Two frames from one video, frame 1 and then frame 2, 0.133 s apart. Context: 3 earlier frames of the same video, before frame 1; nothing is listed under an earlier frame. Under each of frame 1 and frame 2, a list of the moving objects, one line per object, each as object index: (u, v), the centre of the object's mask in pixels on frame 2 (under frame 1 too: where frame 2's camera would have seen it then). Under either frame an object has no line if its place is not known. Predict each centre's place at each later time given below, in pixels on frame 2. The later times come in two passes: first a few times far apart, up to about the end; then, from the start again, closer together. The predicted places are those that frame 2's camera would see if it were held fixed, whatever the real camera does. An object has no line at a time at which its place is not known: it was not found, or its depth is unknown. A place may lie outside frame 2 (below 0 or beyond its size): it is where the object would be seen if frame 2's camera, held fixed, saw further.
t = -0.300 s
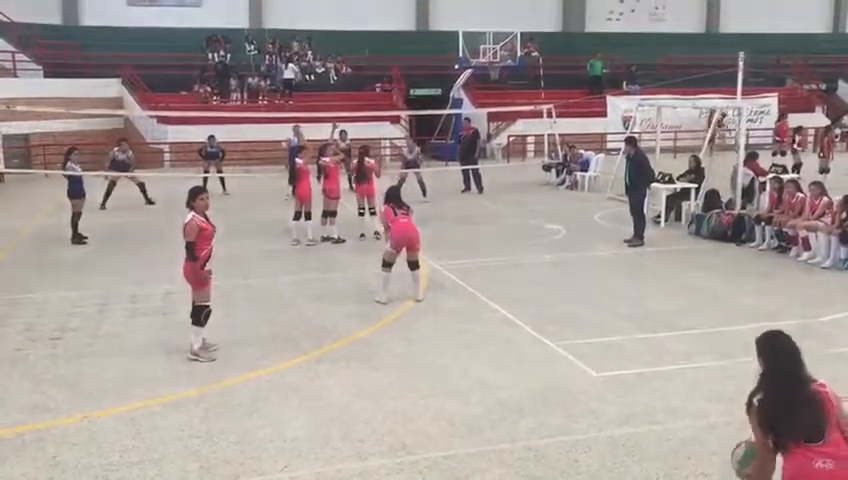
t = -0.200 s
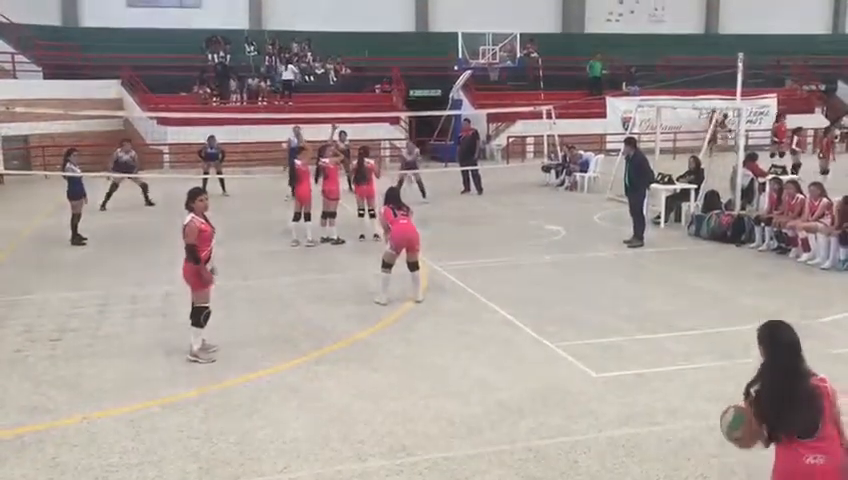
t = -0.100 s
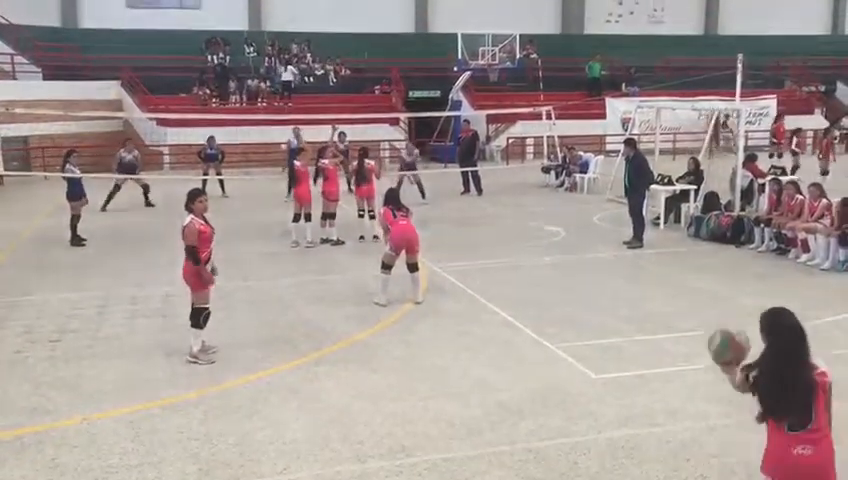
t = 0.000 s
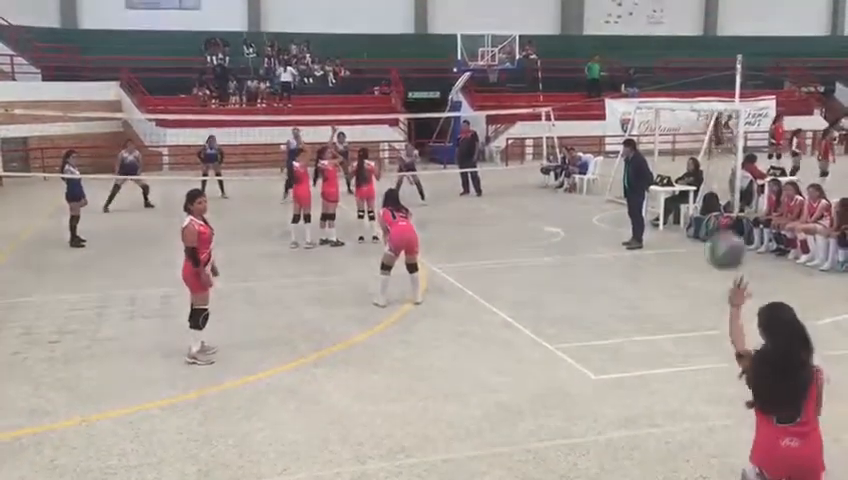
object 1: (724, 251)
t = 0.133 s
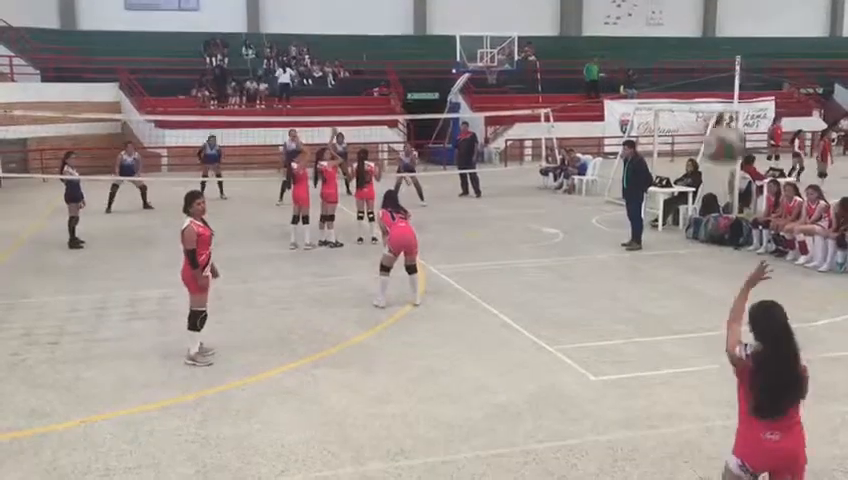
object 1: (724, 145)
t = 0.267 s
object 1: (724, 67)
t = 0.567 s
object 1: (718, 16)
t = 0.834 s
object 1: (704, 113)
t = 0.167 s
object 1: (724, 125)
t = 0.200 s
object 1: (724, 103)
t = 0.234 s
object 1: (724, 83)
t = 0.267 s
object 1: (724, 67)
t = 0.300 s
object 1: (724, 54)
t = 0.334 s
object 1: (722, 43)
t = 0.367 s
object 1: (721, 32)
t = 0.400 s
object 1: (722, 24)
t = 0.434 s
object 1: (721, 19)
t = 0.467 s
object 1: (720, 16)
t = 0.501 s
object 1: (720, 15)
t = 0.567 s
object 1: (718, 16)
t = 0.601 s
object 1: (716, 22)
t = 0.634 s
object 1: (714, 30)
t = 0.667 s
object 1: (713, 38)
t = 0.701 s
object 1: (710, 48)
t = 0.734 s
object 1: (709, 60)
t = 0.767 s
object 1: (708, 75)
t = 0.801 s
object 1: (705, 93)
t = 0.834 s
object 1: (704, 113)
